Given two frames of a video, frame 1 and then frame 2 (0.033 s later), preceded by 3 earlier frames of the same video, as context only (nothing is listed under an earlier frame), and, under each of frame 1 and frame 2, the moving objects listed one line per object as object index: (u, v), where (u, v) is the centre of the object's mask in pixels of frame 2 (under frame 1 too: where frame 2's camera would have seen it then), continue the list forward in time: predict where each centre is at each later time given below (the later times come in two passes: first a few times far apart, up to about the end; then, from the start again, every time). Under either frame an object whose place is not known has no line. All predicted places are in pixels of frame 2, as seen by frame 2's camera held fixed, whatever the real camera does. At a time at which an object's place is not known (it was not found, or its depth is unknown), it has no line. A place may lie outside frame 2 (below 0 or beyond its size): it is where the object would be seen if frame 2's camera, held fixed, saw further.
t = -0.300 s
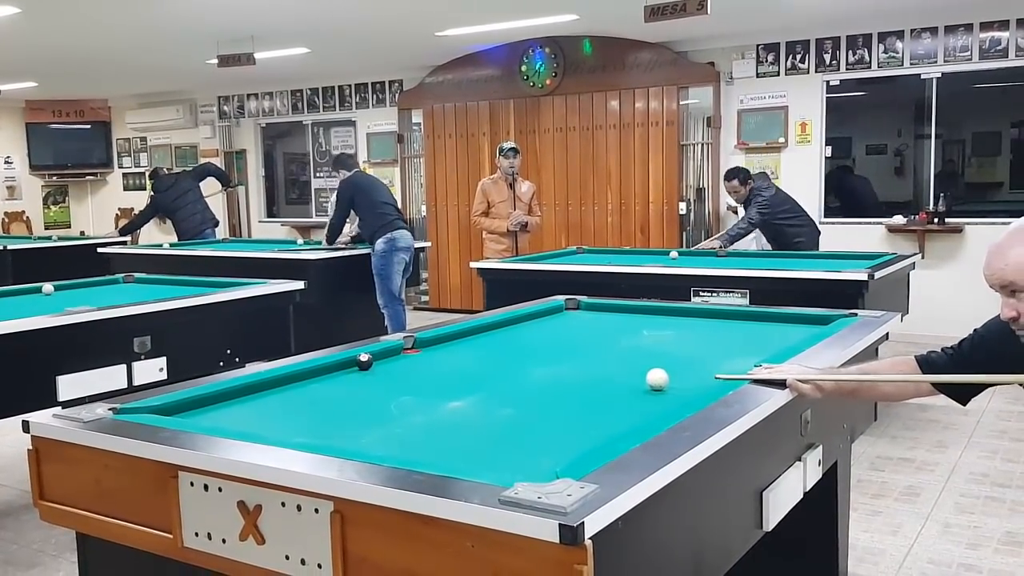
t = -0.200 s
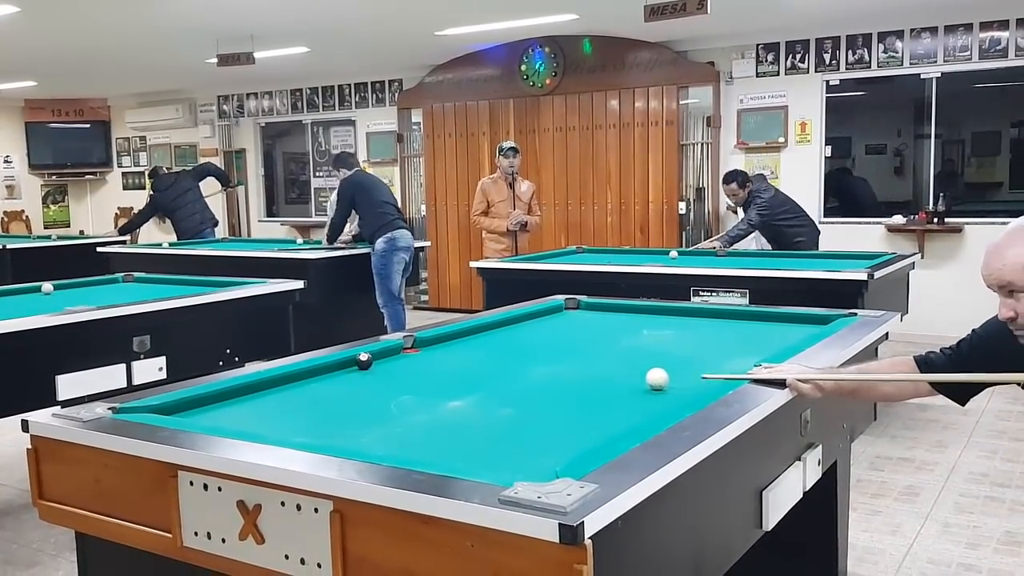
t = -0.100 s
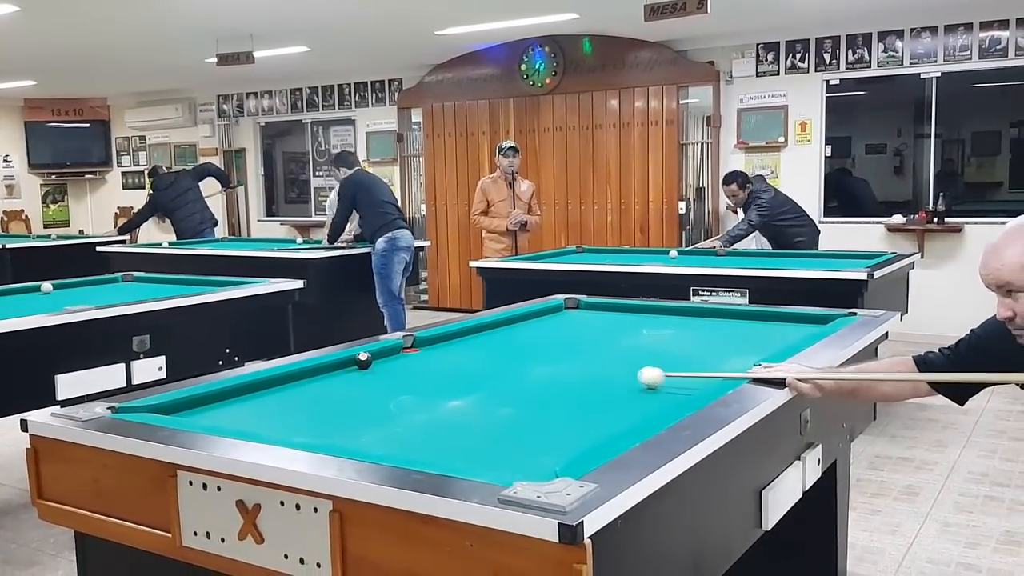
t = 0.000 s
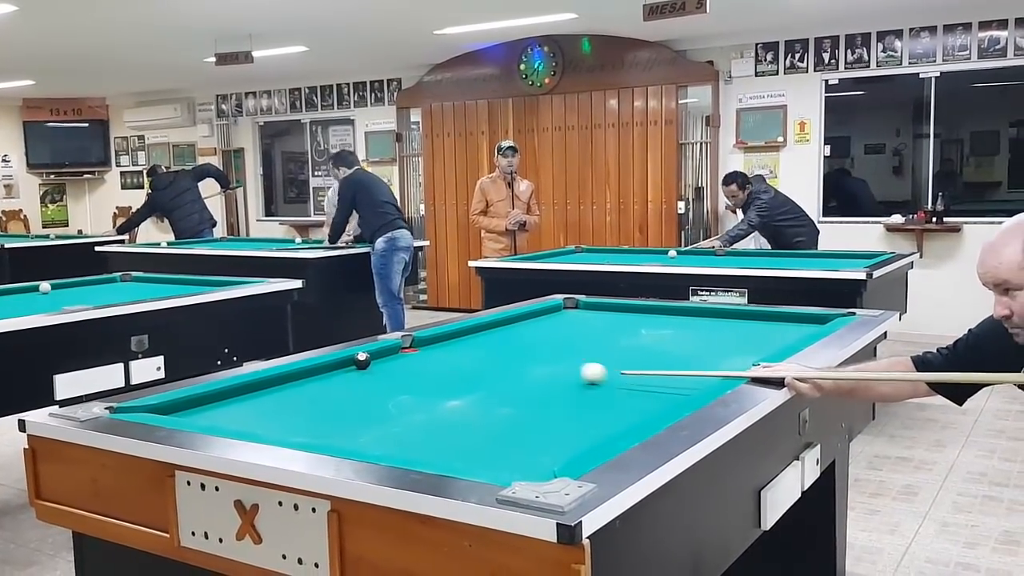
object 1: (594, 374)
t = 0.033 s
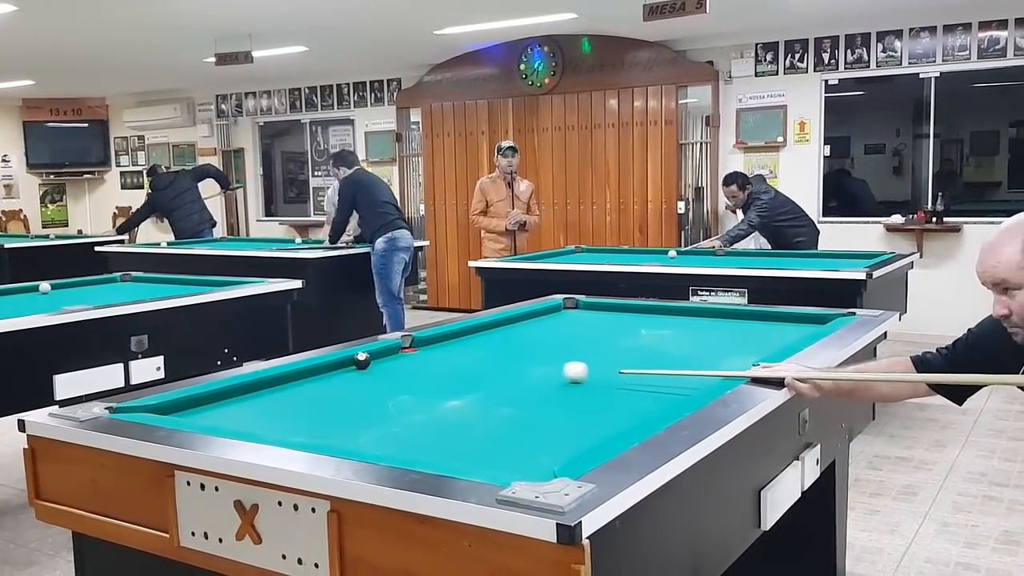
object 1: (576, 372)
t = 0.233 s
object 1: (478, 365)
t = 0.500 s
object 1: (373, 356)
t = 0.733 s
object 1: (432, 355)
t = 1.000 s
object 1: (502, 355)
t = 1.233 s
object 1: (562, 355)
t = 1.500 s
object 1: (629, 355)
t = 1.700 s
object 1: (679, 355)
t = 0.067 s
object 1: (559, 371)
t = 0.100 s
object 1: (542, 370)
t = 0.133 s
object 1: (525, 368)
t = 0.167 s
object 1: (509, 367)
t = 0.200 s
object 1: (493, 366)
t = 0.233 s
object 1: (478, 365)
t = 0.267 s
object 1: (463, 364)
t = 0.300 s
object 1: (448, 362)
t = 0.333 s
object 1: (433, 361)
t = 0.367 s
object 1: (419, 361)
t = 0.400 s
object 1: (404, 360)
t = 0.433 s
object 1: (390, 359)
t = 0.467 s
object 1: (379, 357)
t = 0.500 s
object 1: (373, 356)
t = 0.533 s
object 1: (377, 354)
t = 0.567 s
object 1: (388, 355)
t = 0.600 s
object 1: (396, 355)
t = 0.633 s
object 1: (405, 355)
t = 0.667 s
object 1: (414, 355)
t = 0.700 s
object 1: (423, 355)
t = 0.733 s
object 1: (432, 355)
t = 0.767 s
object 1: (441, 355)
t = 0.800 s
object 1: (450, 355)
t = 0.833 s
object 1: (459, 355)
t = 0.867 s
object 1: (467, 355)
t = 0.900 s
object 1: (476, 355)
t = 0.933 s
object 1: (485, 355)
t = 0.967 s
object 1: (493, 355)
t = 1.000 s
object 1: (502, 355)
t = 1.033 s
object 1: (511, 355)
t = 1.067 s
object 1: (519, 355)
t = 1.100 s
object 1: (528, 355)
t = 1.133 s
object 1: (537, 355)
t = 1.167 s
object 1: (545, 355)
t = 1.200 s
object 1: (553, 355)
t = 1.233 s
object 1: (562, 355)
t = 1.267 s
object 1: (570, 355)
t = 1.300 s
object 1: (579, 355)
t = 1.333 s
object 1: (587, 355)
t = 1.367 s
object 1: (596, 355)
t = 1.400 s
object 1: (604, 355)
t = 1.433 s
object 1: (612, 355)
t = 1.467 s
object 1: (621, 355)
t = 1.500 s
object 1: (629, 355)
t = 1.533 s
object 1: (638, 355)
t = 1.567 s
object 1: (646, 355)
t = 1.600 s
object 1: (654, 355)
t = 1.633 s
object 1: (662, 355)
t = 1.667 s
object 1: (670, 355)
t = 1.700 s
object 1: (679, 355)
